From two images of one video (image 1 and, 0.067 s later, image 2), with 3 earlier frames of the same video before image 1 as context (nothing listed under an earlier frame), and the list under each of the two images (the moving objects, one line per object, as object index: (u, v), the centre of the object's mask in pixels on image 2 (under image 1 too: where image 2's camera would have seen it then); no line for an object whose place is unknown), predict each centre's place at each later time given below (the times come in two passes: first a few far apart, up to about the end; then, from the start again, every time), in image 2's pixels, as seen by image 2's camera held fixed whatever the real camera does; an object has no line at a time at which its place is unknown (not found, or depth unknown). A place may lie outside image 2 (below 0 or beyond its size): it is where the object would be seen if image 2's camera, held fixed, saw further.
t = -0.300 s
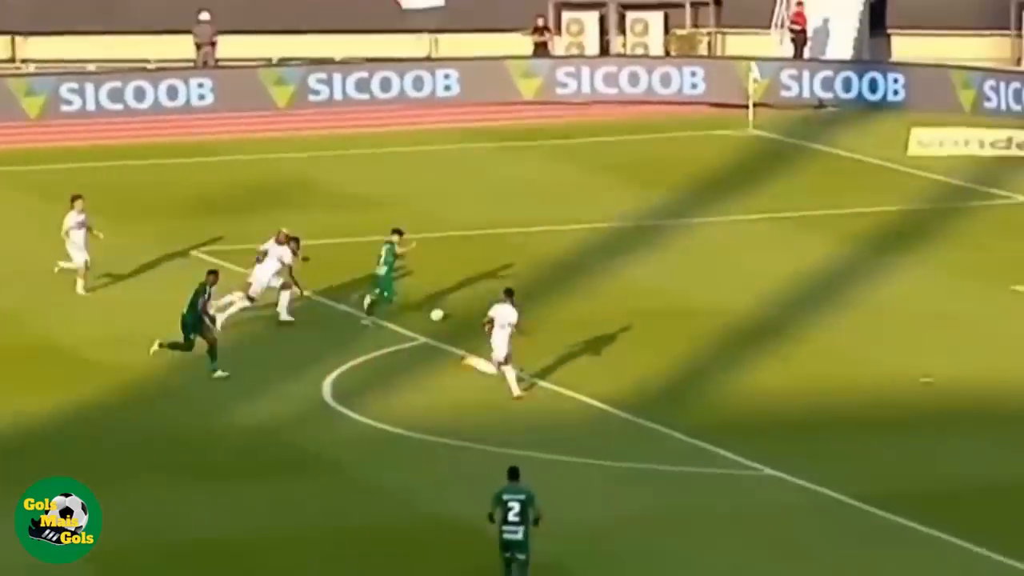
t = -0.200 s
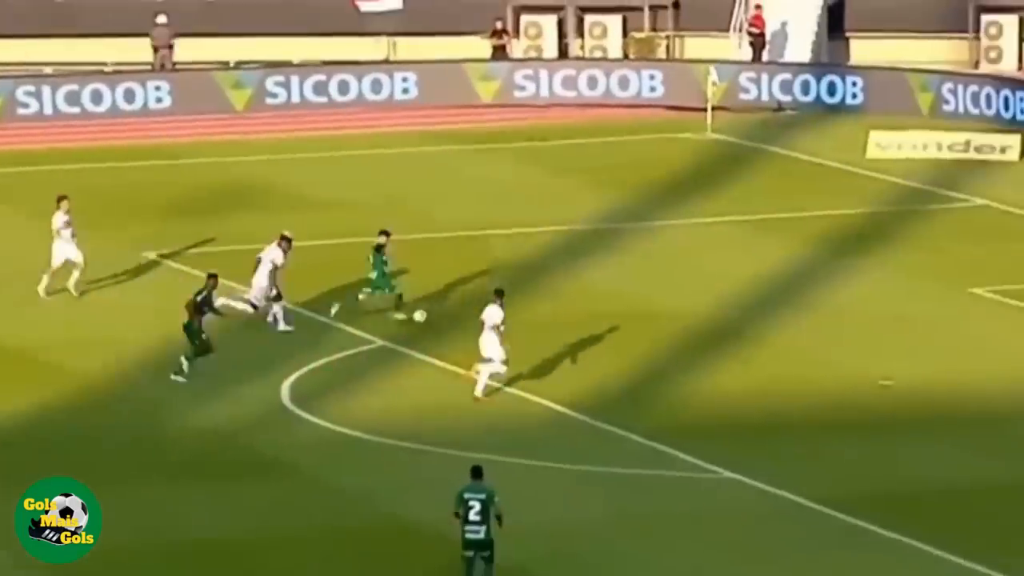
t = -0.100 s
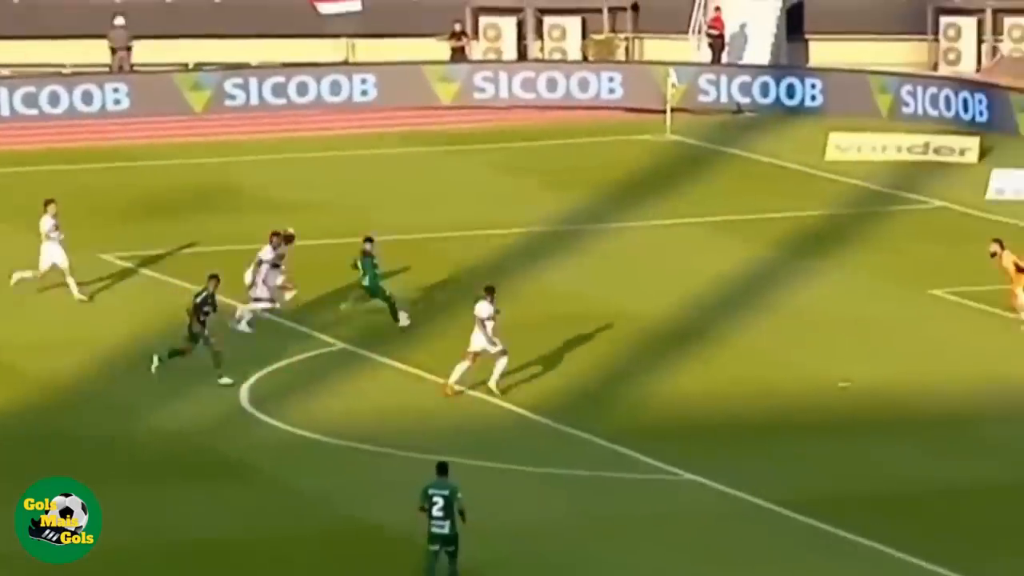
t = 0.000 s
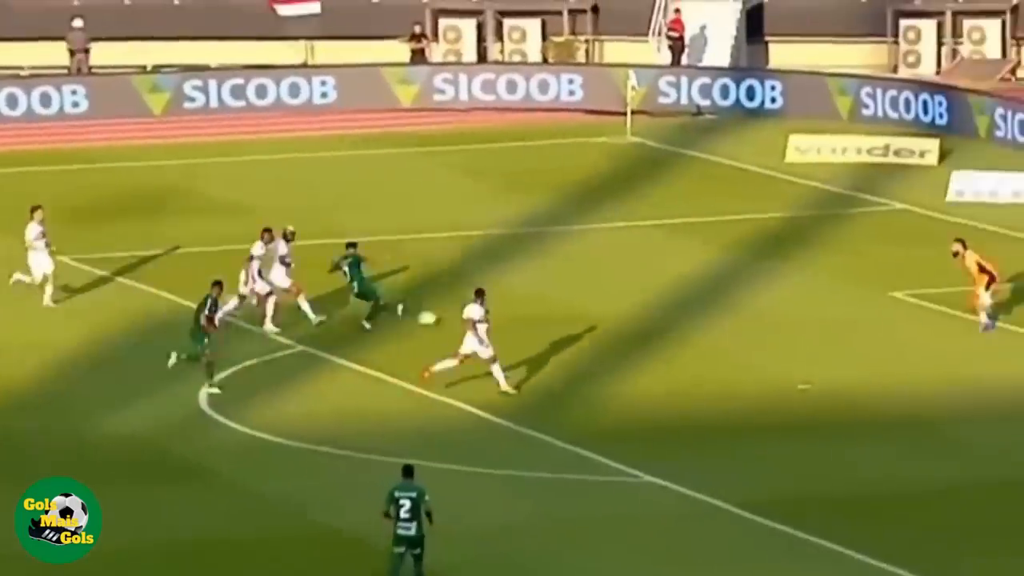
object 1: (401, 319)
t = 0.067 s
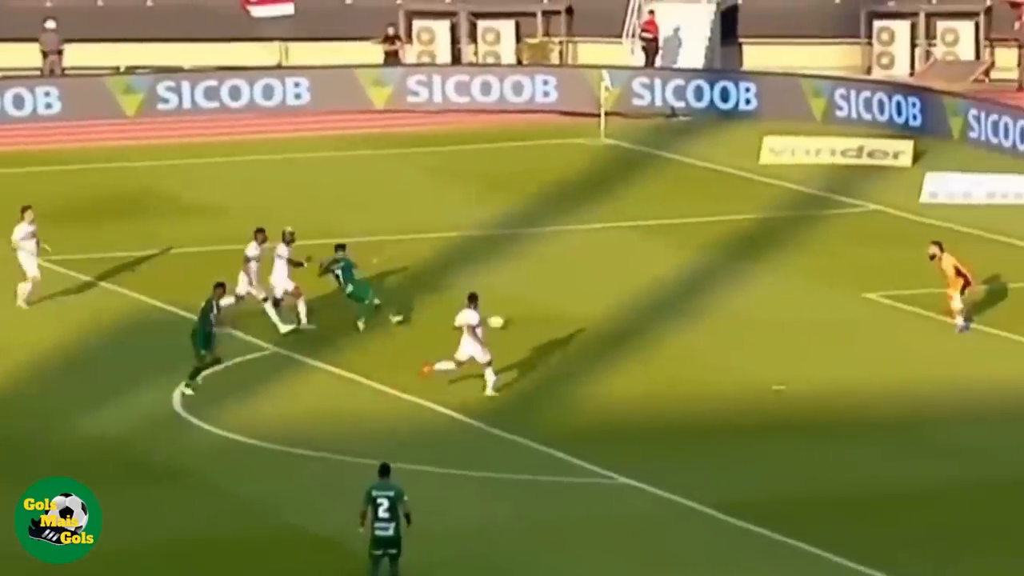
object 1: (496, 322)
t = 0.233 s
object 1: (715, 328)
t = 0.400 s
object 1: (915, 335)
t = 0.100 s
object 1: (542, 324)
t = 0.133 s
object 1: (585, 325)
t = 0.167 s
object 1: (630, 325)
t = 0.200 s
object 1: (672, 326)
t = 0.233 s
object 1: (715, 328)
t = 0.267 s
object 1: (757, 330)
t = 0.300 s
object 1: (797, 331)
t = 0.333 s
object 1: (837, 332)
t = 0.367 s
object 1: (876, 333)
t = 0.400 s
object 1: (915, 335)
